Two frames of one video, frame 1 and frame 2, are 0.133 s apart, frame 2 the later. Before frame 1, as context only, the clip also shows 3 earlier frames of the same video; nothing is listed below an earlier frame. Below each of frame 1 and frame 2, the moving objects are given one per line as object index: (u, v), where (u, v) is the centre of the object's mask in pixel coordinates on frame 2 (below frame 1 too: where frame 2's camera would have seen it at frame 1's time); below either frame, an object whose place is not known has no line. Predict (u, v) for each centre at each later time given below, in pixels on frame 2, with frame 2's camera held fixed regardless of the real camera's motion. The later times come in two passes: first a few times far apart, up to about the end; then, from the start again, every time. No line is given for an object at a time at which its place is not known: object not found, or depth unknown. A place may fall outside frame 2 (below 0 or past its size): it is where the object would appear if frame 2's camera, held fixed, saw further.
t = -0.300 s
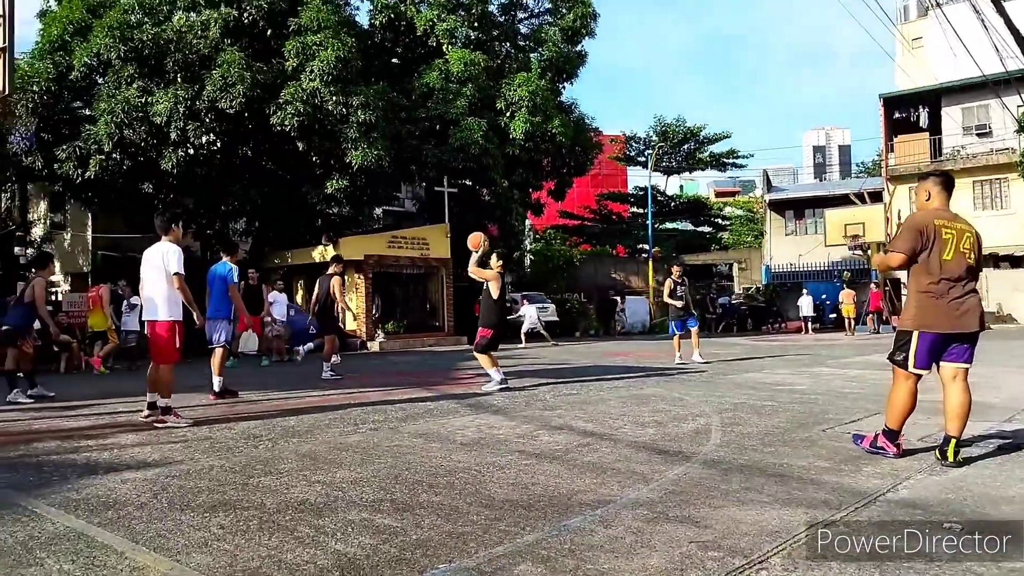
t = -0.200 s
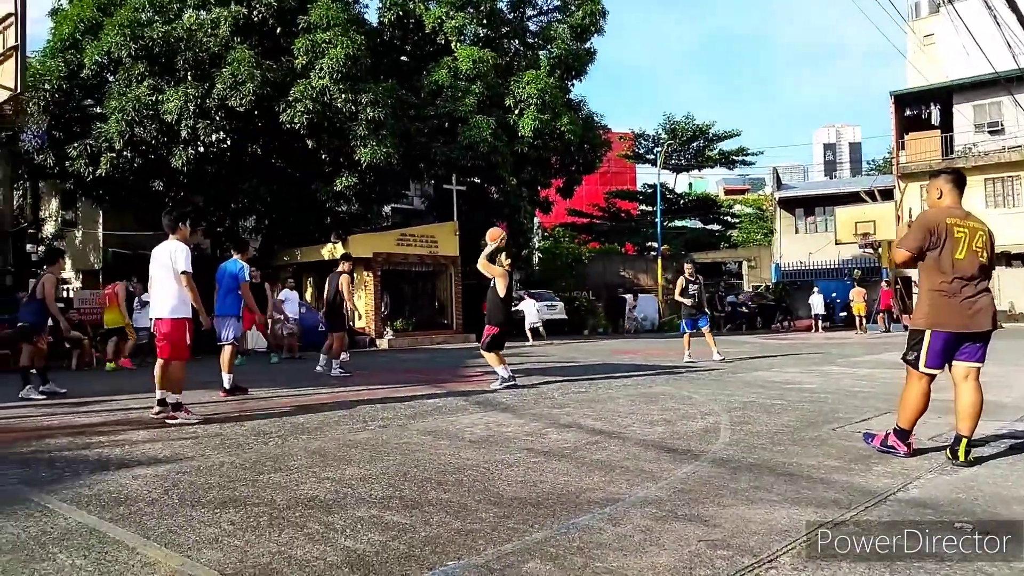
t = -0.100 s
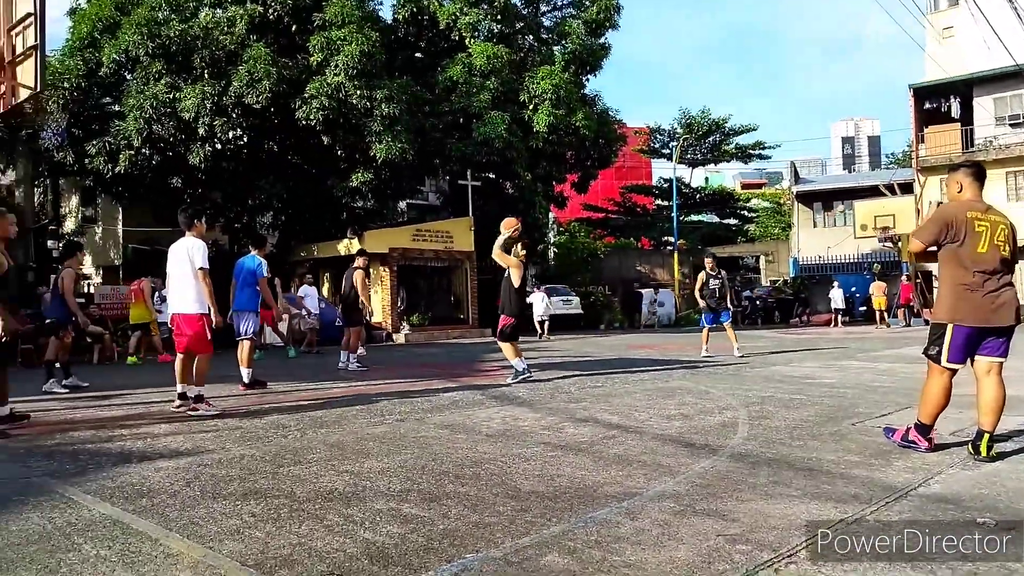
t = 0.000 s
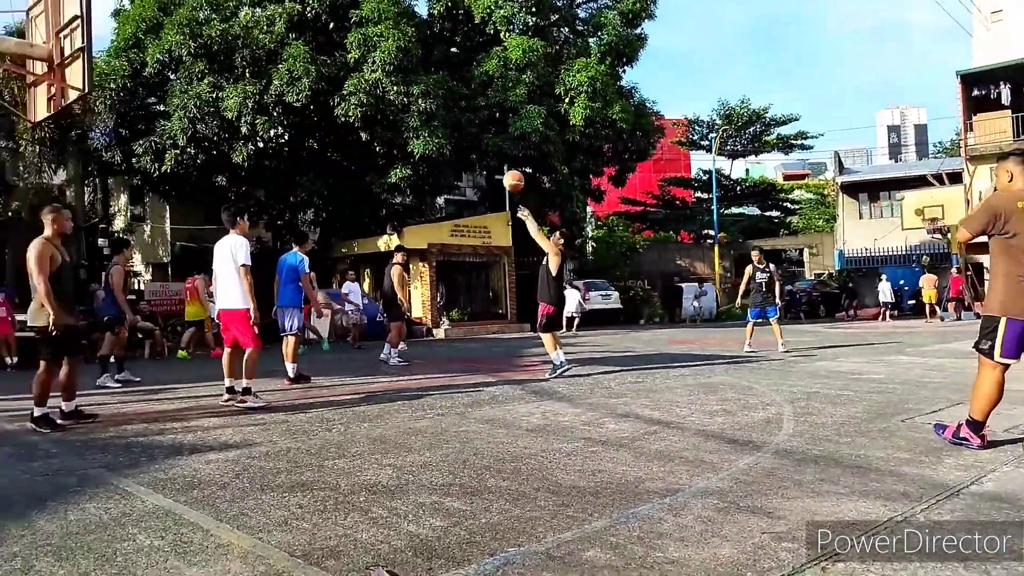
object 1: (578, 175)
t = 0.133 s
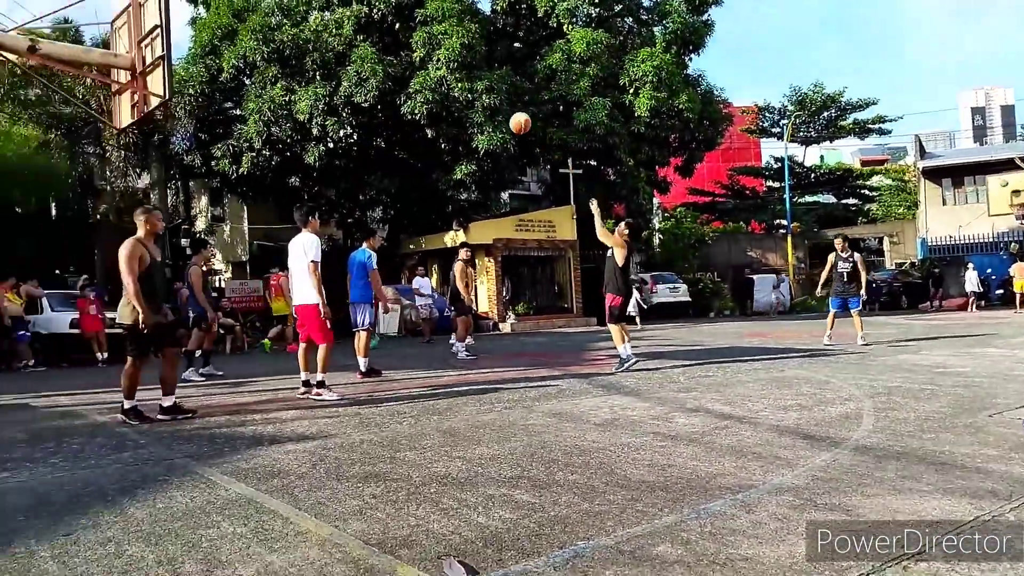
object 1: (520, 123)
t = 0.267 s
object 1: (462, 86)
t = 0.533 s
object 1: (347, 57)
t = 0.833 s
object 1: (216, 99)
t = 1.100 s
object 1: (227, 71)
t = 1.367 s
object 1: (243, 102)
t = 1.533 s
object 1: (255, 153)
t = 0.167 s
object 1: (506, 112)
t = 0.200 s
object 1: (491, 102)
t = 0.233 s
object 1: (477, 94)
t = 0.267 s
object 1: (462, 86)
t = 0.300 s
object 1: (448, 80)
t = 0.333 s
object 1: (433, 73)
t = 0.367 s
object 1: (419, 68)
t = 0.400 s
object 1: (405, 64)
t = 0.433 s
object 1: (391, 61)
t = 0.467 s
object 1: (376, 58)
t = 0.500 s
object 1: (362, 57)
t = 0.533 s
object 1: (347, 57)
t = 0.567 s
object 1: (332, 58)
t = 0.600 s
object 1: (317, 59)
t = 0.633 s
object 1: (301, 62)
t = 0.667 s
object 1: (286, 67)
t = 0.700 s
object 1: (272, 71)
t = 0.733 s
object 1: (257, 78)
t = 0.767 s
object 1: (243, 84)
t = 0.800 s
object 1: (228, 92)
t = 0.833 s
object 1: (216, 99)
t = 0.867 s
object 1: (217, 94)
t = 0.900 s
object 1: (219, 88)
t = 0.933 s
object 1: (220, 82)
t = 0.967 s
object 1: (221, 79)
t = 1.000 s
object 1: (222, 75)
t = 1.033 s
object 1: (224, 73)
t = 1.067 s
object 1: (226, 72)
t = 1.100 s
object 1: (227, 71)
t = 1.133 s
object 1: (229, 72)
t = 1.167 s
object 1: (231, 73)
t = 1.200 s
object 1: (233, 75)
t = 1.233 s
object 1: (236, 78)
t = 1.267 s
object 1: (237, 83)
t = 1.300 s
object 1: (238, 88)
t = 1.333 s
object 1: (242, 95)
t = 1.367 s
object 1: (243, 102)
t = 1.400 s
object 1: (245, 111)
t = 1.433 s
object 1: (248, 120)
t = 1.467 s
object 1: (251, 130)
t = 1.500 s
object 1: (252, 141)
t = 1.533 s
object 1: (255, 153)
